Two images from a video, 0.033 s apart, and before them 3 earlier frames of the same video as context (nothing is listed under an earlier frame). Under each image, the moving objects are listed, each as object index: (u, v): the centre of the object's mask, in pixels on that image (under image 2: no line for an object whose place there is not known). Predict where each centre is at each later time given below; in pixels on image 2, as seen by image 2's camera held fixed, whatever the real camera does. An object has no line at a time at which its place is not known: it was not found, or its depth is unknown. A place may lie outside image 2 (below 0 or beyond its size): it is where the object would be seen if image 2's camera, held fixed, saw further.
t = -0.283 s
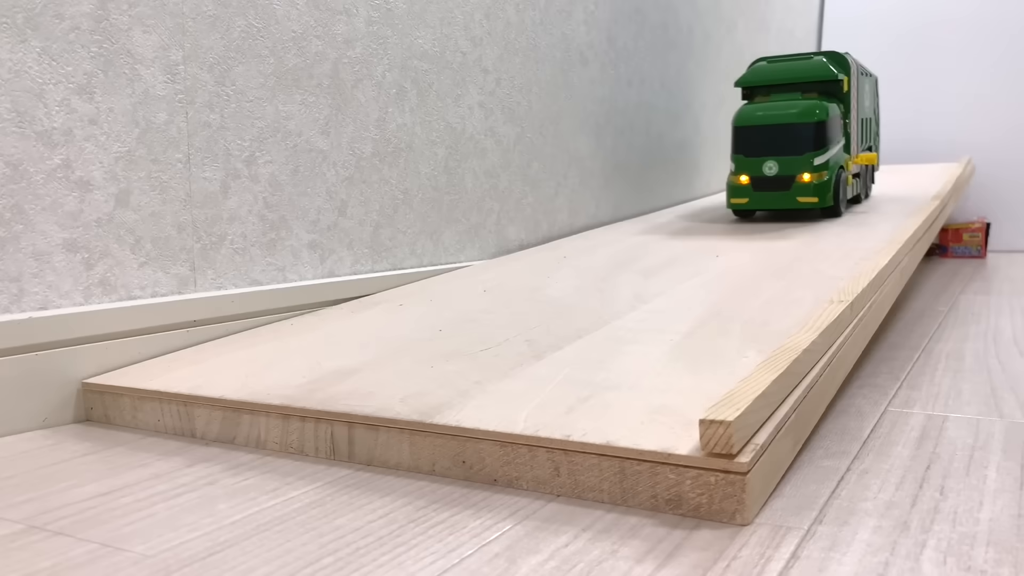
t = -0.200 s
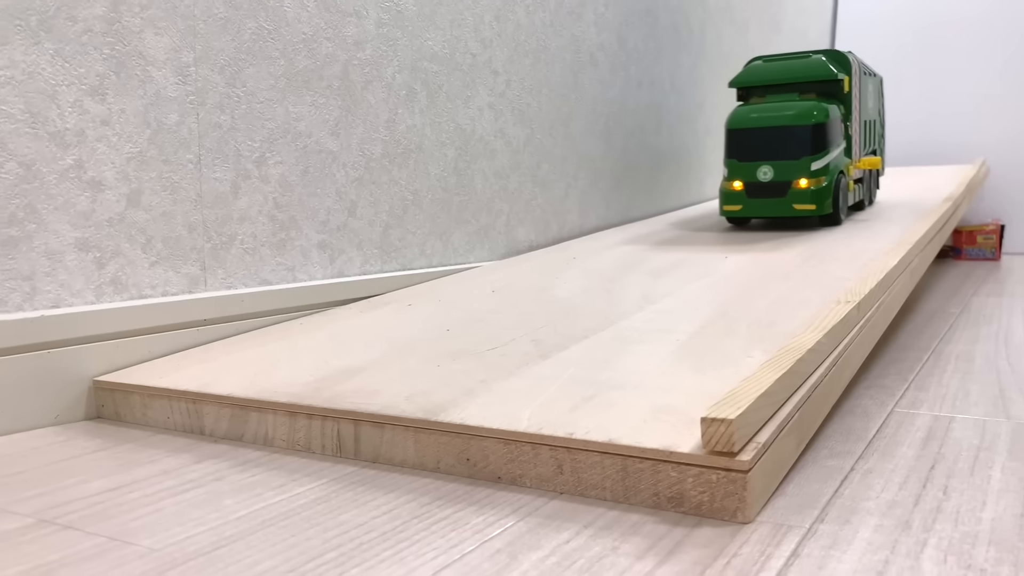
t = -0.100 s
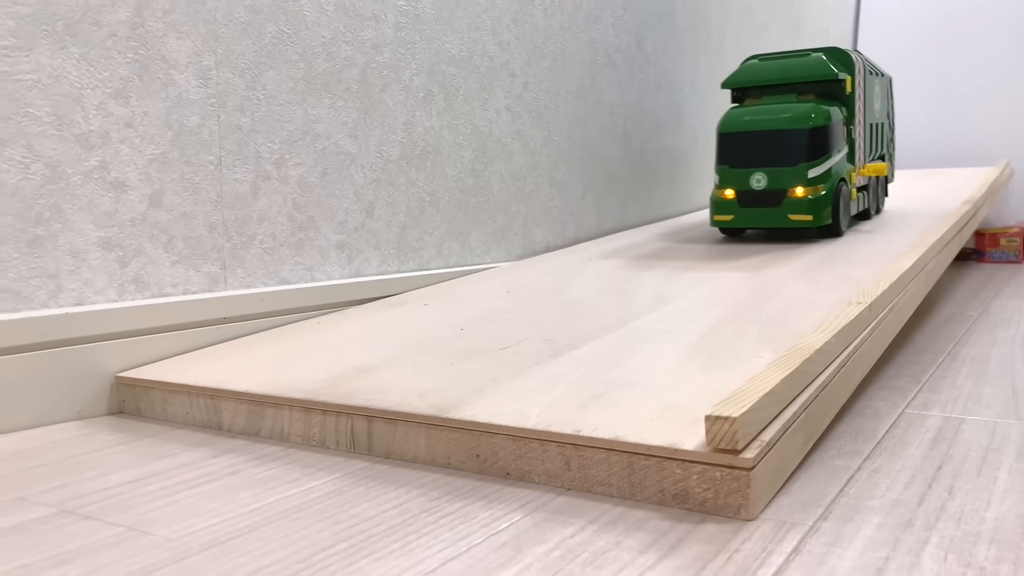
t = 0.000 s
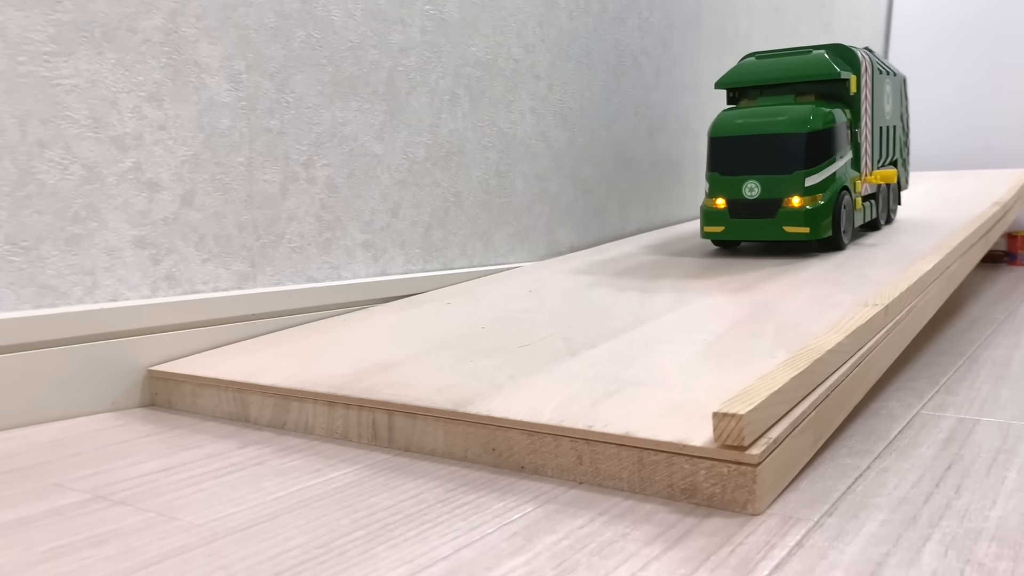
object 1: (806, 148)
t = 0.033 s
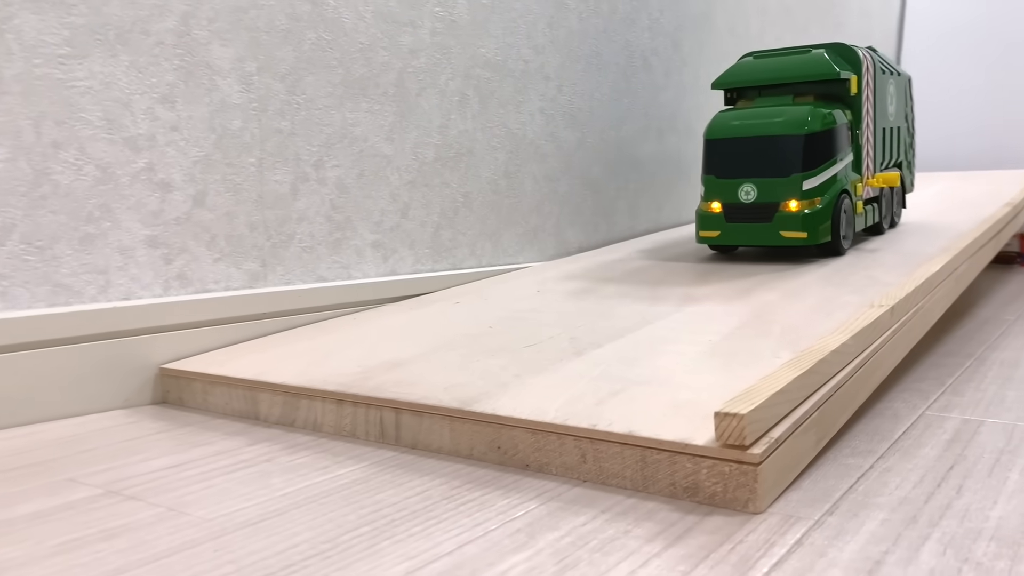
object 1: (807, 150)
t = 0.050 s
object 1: (802, 150)
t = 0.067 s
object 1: (798, 151)
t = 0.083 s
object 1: (793, 152)
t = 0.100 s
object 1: (788, 153)
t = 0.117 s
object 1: (783, 154)
